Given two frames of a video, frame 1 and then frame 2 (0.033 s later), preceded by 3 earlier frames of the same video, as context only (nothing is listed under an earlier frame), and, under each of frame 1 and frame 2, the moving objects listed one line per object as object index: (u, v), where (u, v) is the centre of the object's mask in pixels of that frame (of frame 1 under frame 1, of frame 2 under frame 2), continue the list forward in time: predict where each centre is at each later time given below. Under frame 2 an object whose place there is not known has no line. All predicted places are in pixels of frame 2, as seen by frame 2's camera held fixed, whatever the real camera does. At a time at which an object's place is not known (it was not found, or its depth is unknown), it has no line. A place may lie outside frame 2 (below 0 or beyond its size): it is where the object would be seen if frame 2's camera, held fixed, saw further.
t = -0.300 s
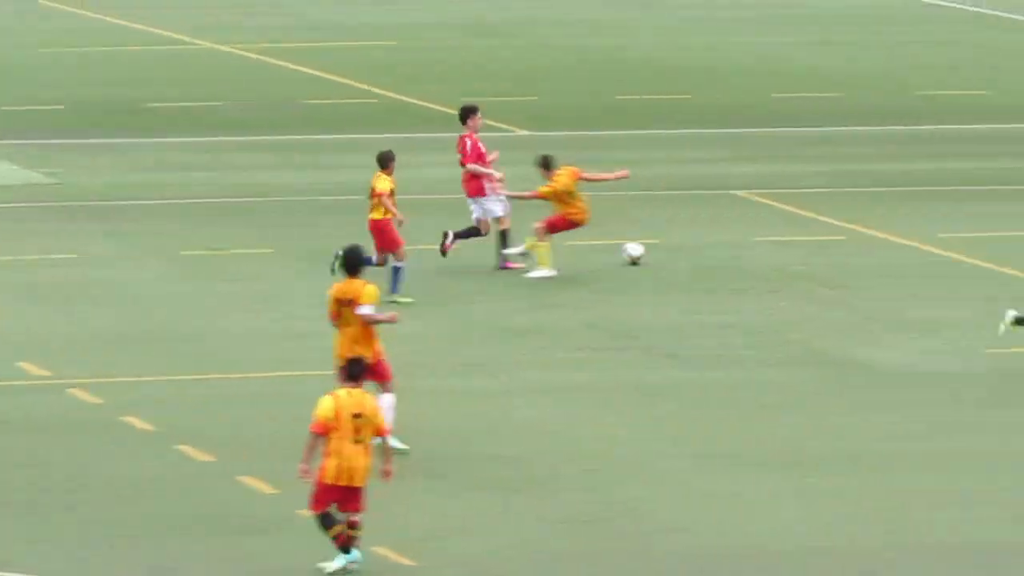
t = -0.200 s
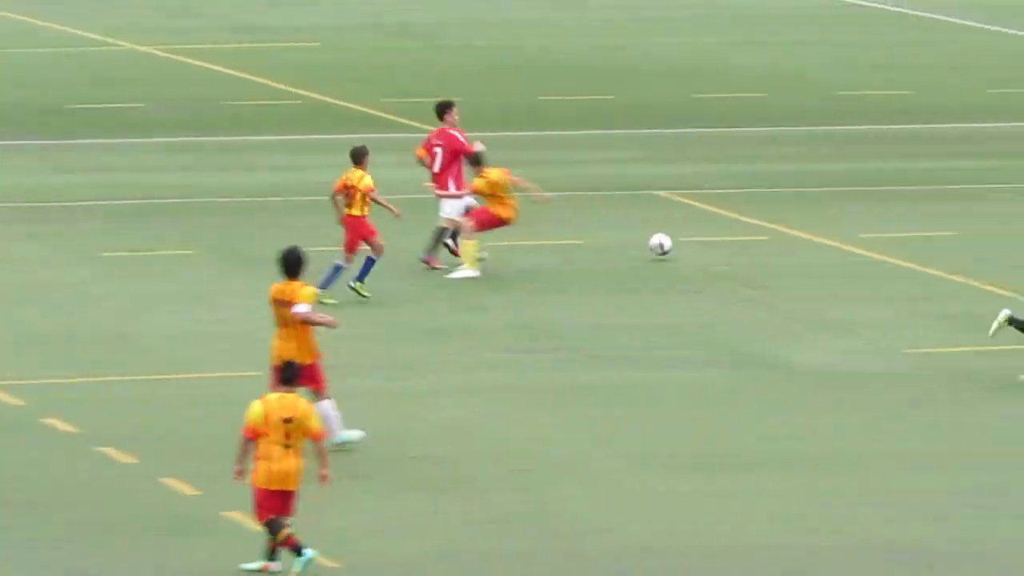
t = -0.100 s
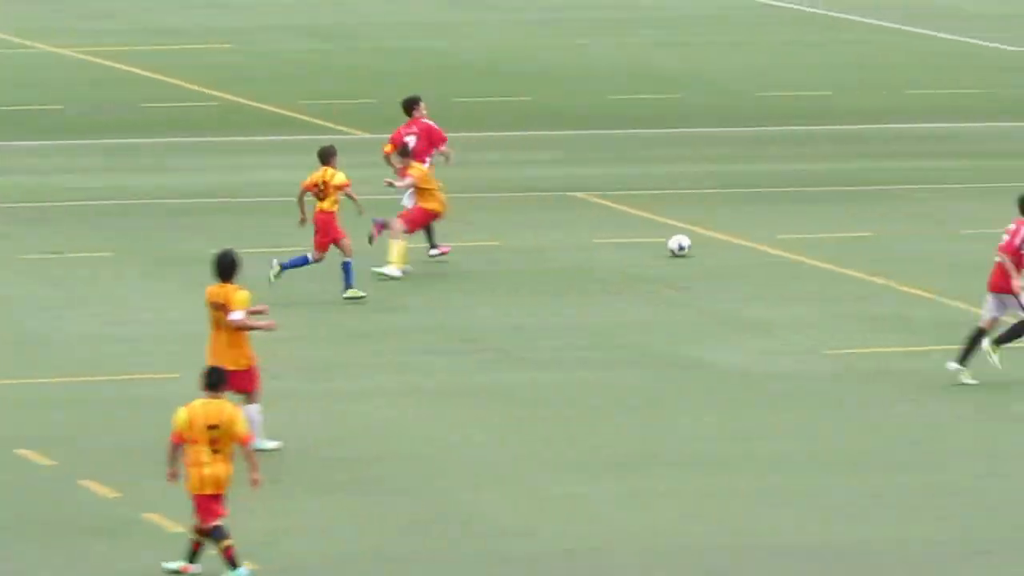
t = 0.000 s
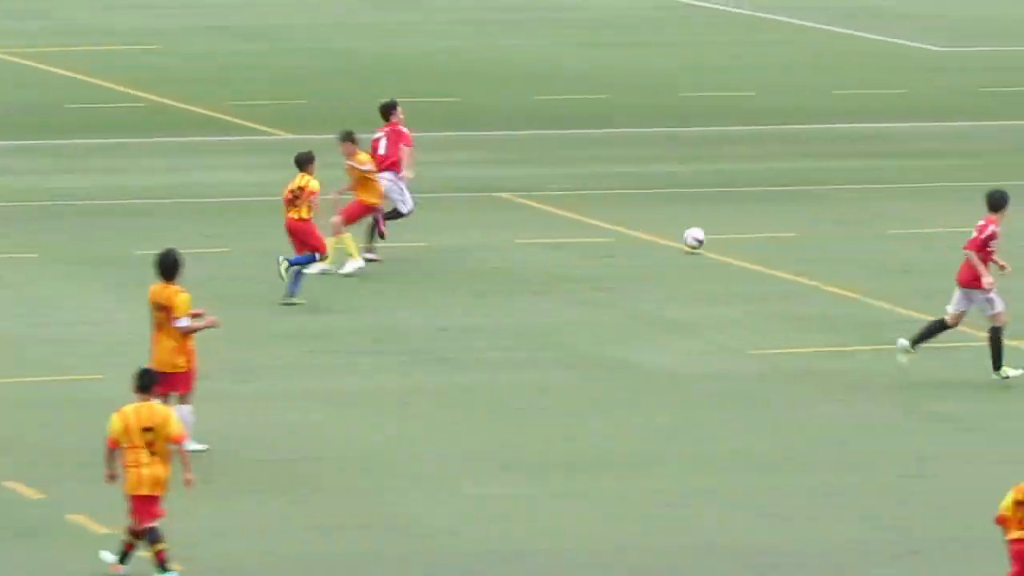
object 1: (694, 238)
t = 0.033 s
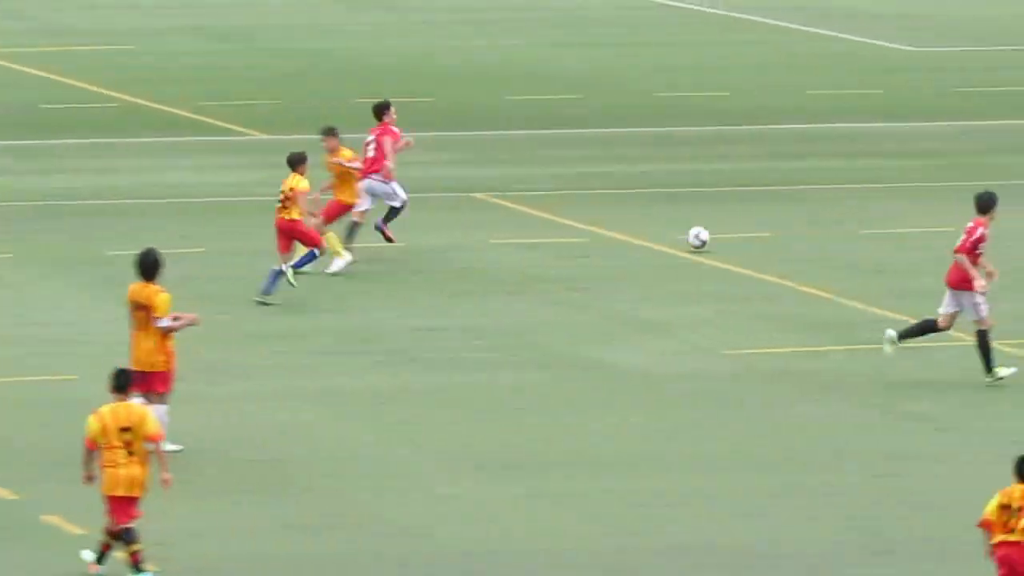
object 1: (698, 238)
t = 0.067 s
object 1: (728, 238)
